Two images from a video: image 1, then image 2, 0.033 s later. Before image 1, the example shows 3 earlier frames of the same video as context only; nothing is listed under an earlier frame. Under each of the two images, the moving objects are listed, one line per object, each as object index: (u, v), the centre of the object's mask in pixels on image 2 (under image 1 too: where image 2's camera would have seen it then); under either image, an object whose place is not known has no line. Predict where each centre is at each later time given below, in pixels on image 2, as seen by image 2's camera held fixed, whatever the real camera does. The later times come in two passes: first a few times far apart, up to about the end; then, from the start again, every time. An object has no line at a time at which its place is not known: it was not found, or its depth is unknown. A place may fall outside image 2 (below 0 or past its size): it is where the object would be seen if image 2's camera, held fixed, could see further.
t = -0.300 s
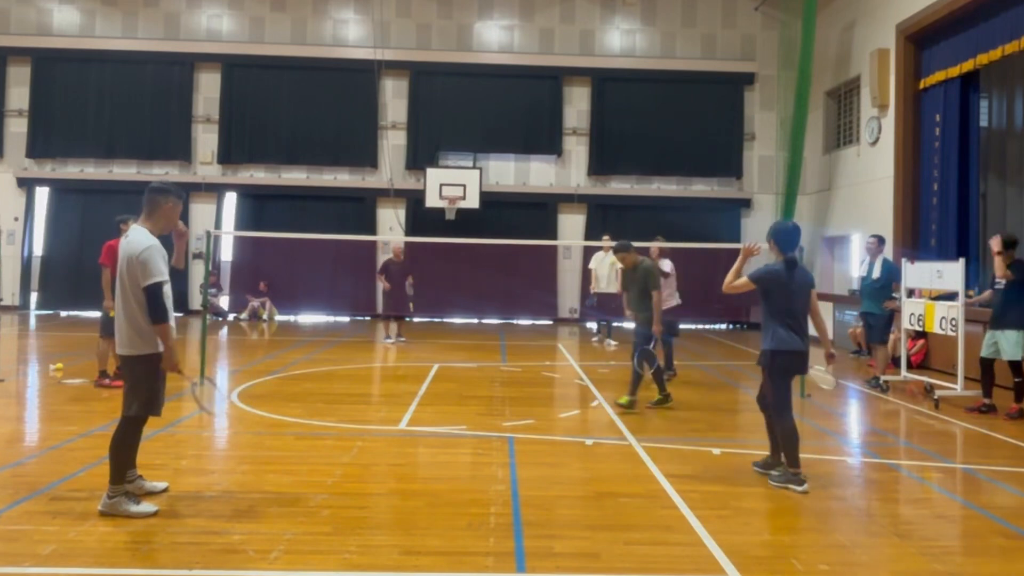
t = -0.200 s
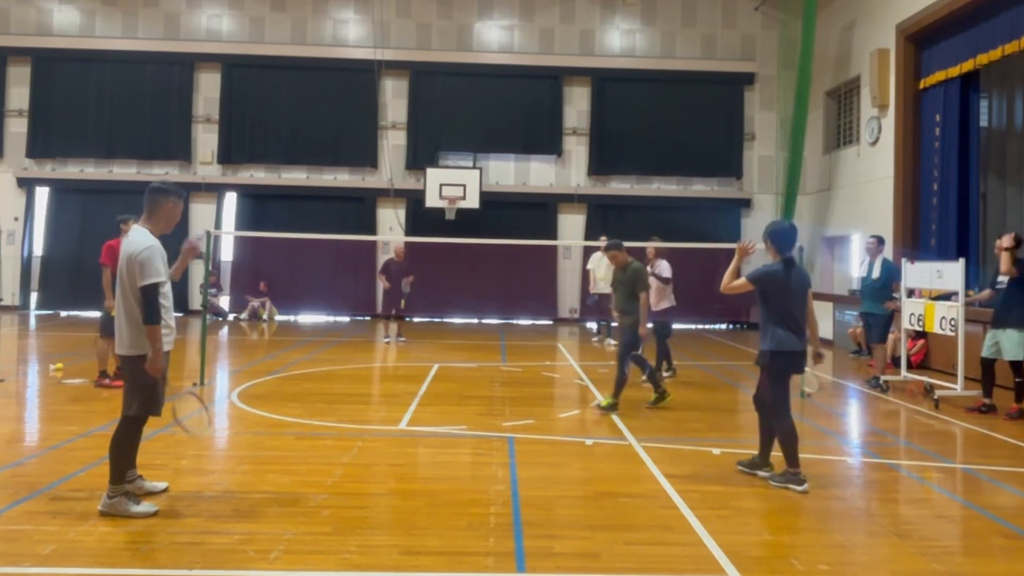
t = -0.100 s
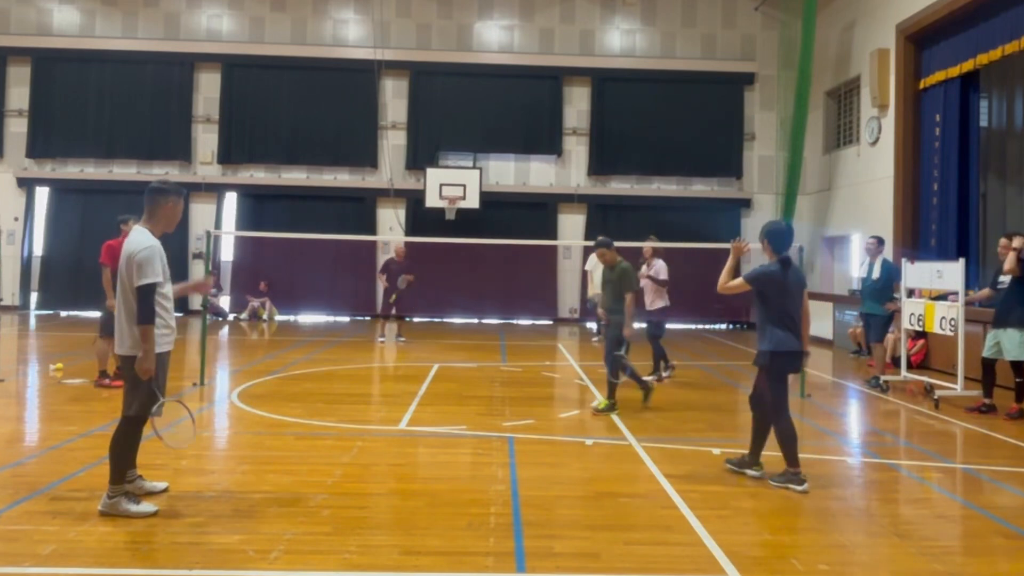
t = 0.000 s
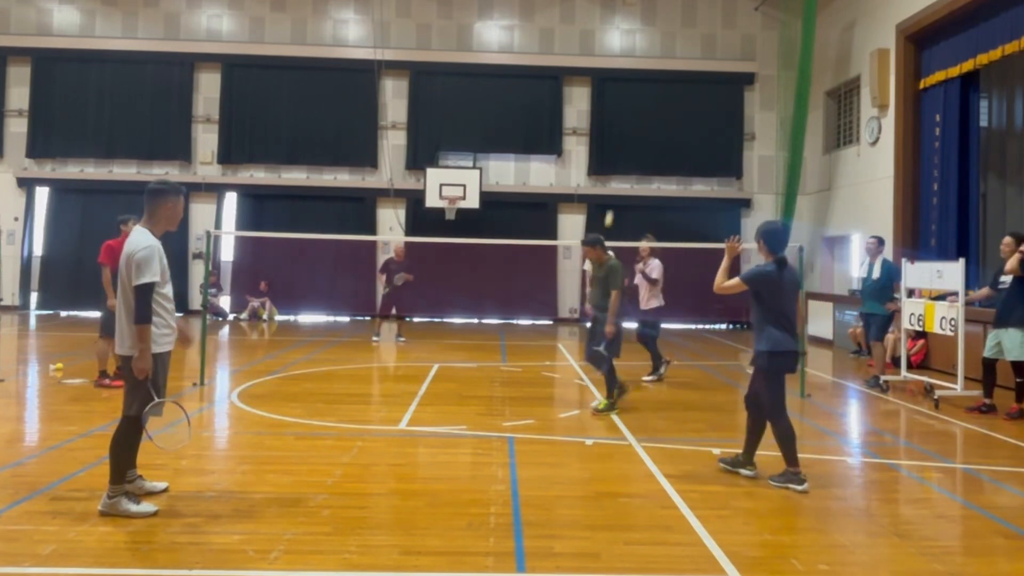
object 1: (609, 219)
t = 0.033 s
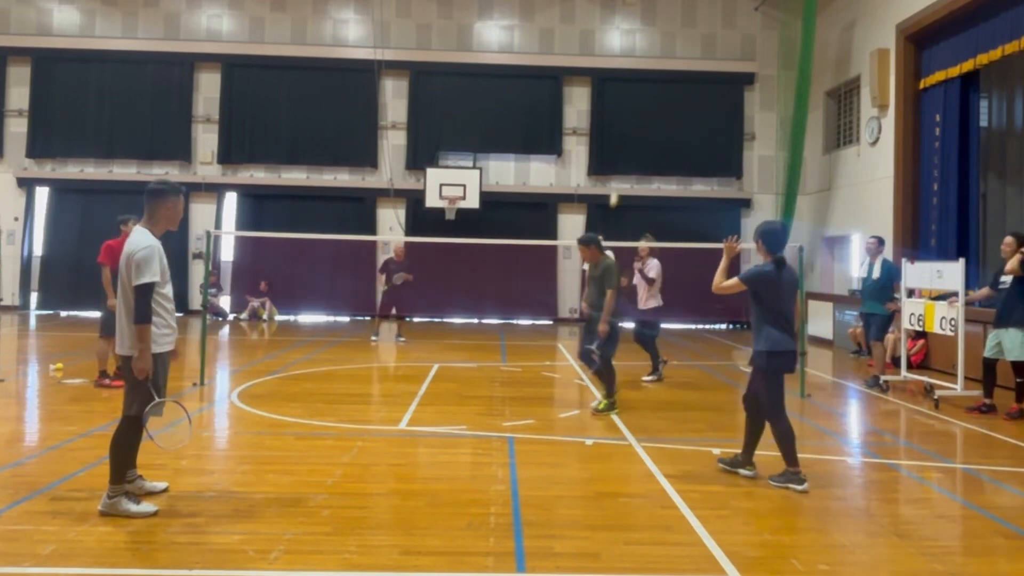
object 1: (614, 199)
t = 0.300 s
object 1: (645, 86)
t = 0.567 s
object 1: (670, 57)
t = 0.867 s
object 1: (698, 128)
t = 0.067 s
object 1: (617, 180)
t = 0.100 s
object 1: (622, 163)
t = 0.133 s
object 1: (626, 148)
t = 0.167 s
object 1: (631, 134)
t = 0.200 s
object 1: (635, 120)
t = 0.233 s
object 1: (639, 107)
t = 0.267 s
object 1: (642, 96)
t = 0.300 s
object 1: (645, 86)
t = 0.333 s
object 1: (647, 78)
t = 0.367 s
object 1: (650, 71)
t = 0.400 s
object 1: (654, 65)
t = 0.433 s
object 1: (657, 60)
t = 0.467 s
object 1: (660, 58)
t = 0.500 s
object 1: (663, 57)
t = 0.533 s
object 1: (667, 56)
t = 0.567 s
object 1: (670, 57)
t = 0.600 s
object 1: (673, 58)
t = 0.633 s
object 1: (677, 62)
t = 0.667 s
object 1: (680, 67)
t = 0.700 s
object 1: (683, 73)
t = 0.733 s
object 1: (686, 81)
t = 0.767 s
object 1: (689, 91)
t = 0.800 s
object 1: (692, 102)
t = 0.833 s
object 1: (695, 114)
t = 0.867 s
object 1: (698, 128)
